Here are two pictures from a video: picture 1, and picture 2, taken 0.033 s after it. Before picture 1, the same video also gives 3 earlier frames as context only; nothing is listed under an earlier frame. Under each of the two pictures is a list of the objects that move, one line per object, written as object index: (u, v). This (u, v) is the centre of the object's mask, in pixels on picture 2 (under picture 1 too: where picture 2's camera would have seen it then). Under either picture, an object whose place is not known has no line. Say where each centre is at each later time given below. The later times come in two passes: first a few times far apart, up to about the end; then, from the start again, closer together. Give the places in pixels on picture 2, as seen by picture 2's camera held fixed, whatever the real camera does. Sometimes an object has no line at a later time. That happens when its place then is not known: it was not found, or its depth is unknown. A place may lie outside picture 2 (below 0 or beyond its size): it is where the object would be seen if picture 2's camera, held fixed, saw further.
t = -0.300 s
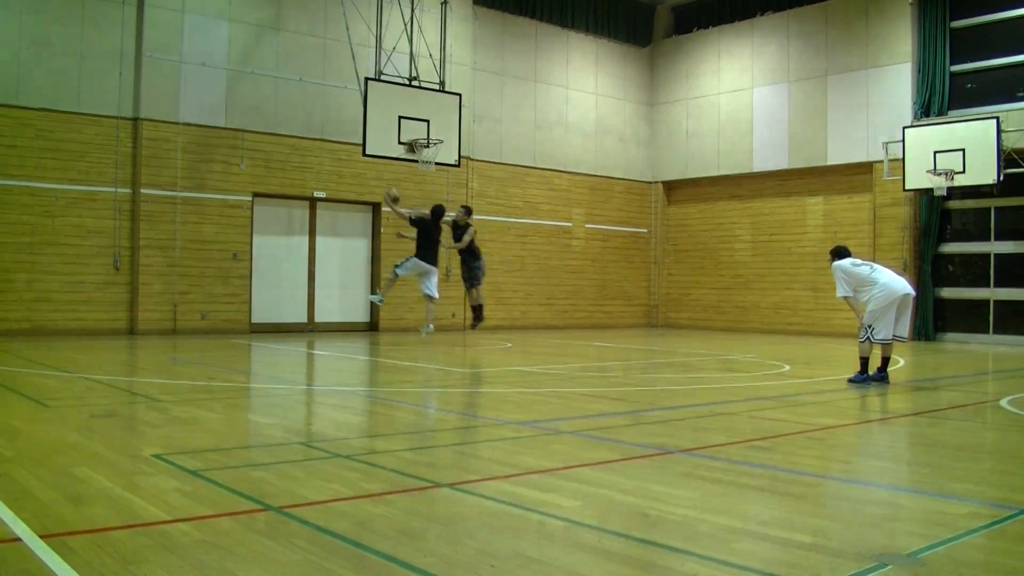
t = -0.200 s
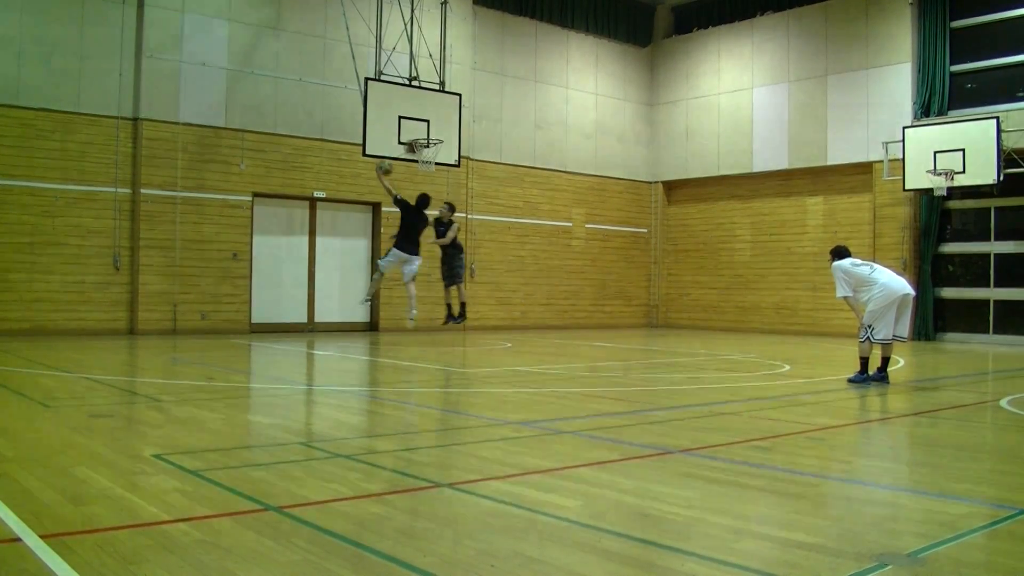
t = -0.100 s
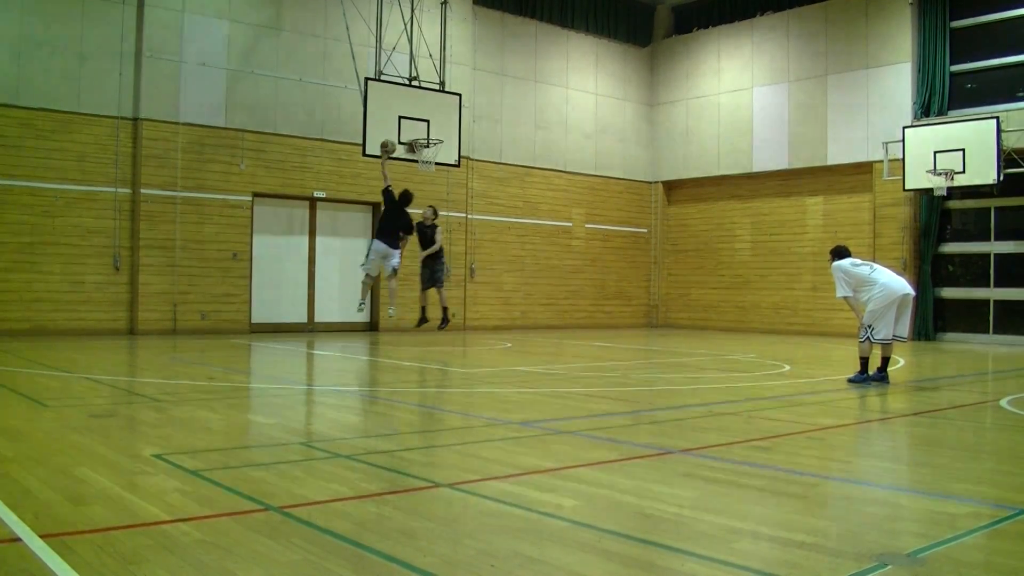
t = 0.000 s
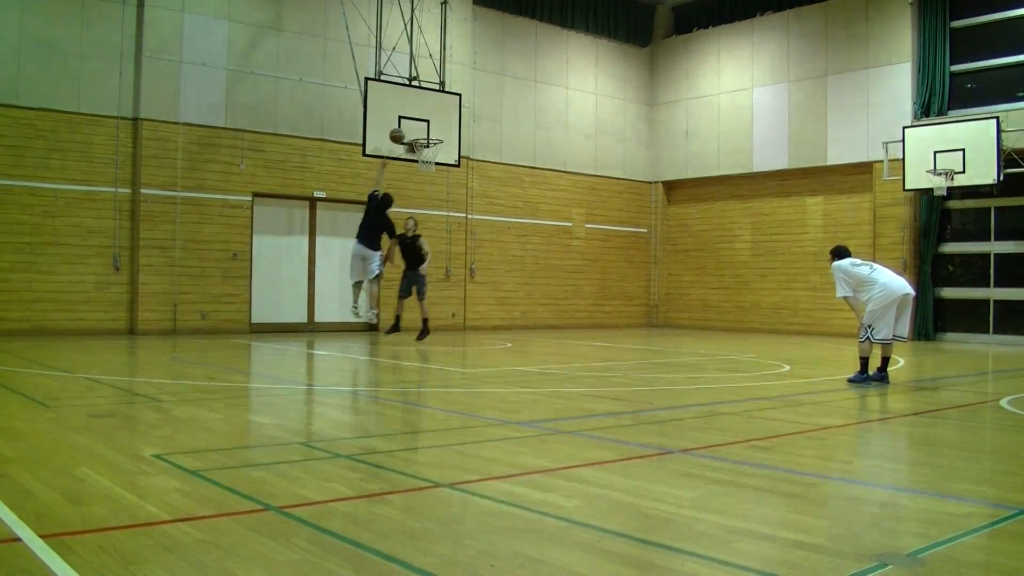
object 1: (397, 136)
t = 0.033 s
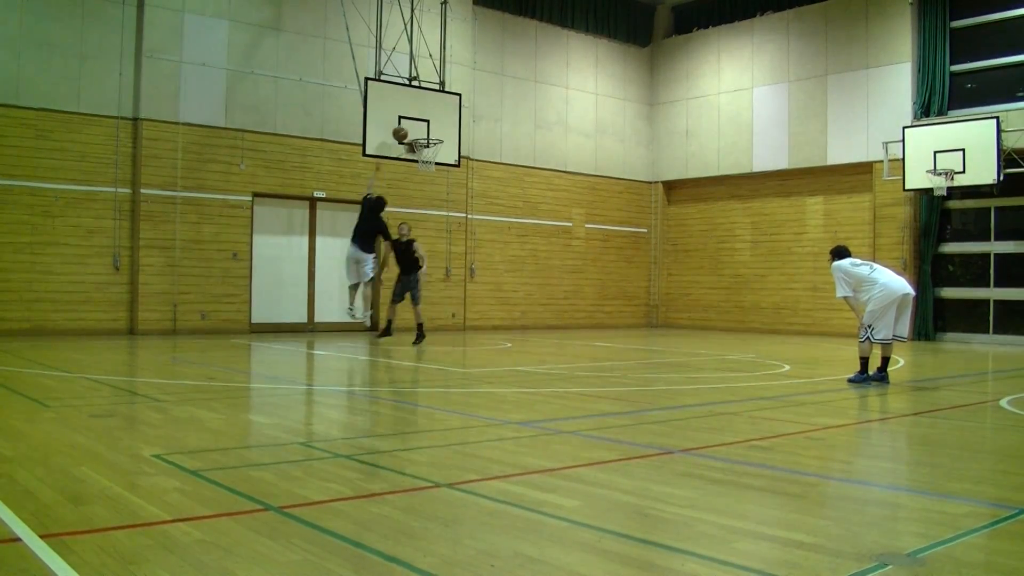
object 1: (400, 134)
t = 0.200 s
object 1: (417, 132)
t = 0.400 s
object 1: (433, 140)
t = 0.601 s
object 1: (421, 154)
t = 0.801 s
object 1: (431, 168)
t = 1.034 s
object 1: (445, 200)
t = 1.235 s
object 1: (455, 256)
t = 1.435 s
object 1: (467, 336)
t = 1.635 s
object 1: (474, 275)
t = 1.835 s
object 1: (481, 239)
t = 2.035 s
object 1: (488, 228)
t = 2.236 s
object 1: (494, 244)
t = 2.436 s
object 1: (500, 287)
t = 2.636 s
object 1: (505, 329)
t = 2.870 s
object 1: (513, 279)
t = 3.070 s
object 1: (521, 266)
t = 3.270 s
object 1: (526, 281)
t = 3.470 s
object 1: (532, 323)
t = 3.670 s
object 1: (538, 313)
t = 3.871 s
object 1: (543, 292)
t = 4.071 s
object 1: (548, 300)
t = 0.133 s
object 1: (408, 132)
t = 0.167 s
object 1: (412, 132)
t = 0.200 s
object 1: (417, 132)
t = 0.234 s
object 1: (422, 133)
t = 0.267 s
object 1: (426, 134)
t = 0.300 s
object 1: (431, 138)
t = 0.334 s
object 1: (433, 139)
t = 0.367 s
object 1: (434, 139)
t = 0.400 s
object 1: (433, 140)
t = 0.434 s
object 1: (427, 141)
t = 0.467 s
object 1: (423, 143)
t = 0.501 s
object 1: (419, 145)
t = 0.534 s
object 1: (421, 148)
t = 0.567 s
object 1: (421, 150)
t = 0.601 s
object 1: (421, 154)
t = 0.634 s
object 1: (421, 157)
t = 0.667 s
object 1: (423, 158)
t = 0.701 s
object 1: (426, 161)
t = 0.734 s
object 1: (427, 162)
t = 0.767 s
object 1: (429, 163)
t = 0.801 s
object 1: (431, 168)
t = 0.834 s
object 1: (434, 169)
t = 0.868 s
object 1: (435, 173)
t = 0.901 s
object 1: (438, 176)
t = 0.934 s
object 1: (439, 181)
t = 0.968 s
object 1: (441, 186)
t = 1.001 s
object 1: (443, 194)
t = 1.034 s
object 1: (445, 200)
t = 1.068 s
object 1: (447, 207)
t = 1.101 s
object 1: (449, 215)
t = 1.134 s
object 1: (450, 226)
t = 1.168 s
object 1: (453, 234)
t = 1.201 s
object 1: (454, 246)
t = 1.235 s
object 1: (455, 256)
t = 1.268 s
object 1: (458, 268)
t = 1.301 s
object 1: (459, 282)
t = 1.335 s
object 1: (461, 295)
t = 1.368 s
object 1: (463, 309)
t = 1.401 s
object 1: (463, 324)
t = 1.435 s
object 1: (467, 336)
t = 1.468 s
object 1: (467, 325)
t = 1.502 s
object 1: (469, 315)
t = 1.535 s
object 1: (471, 303)
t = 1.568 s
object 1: (472, 294)
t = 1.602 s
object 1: (472, 280)
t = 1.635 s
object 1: (474, 275)
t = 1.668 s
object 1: (475, 268)
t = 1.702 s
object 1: (476, 262)
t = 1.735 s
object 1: (478, 254)
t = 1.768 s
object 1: (478, 248)
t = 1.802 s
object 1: (480, 244)
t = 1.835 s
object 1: (481, 239)
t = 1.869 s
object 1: (482, 235)
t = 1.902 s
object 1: (484, 233)
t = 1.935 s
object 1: (485, 230)
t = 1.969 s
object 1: (486, 229)
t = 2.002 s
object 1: (487, 228)
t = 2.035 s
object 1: (488, 228)
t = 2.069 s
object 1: (489, 229)
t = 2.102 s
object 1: (490, 231)
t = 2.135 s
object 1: (491, 233)
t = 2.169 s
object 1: (492, 236)
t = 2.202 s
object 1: (493, 239)
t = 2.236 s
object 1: (494, 244)
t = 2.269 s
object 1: (495, 249)
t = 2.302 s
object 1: (496, 255)
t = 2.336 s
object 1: (498, 261)
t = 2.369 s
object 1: (499, 269)
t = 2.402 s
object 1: (500, 277)
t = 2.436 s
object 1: (500, 287)
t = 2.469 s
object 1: (501, 297)
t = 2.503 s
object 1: (502, 307)
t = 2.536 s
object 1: (503, 318)
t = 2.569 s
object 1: (504, 330)
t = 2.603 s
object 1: (505, 338)
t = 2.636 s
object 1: (505, 329)
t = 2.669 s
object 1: (507, 319)
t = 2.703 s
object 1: (508, 311)
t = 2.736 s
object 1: (509, 303)
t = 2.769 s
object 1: (511, 296)
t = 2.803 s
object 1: (512, 290)
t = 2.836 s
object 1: (513, 284)
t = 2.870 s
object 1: (513, 279)
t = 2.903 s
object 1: (514, 275)
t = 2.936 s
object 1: (516, 272)
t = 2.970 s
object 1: (517, 269)
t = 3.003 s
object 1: (519, 267)
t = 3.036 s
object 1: (519, 266)
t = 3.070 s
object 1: (521, 266)
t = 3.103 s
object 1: (521, 266)
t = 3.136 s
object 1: (522, 267)
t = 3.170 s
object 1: (524, 270)
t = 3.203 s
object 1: (524, 272)
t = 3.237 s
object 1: (525, 276)
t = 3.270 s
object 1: (526, 281)
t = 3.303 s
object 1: (527, 286)
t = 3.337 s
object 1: (529, 291)
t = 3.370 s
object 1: (529, 298)
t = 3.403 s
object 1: (530, 306)
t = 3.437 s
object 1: (531, 314)
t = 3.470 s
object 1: (532, 323)
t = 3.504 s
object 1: (533, 334)
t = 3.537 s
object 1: (534, 343)
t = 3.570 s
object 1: (535, 334)
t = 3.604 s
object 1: (536, 327)
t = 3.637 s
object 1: (537, 319)
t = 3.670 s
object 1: (538, 313)
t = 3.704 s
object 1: (539, 307)
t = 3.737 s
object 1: (540, 303)
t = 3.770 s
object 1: (541, 298)
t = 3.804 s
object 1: (541, 296)
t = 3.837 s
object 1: (542, 293)
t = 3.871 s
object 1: (543, 292)
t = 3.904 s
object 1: (544, 291)
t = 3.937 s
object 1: (545, 291)
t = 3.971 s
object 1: (546, 292)
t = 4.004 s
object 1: (546, 294)
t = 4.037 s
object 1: (547, 296)
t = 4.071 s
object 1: (548, 300)
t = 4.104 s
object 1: (549, 303)
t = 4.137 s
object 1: (550, 308)
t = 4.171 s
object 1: (550, 314)
